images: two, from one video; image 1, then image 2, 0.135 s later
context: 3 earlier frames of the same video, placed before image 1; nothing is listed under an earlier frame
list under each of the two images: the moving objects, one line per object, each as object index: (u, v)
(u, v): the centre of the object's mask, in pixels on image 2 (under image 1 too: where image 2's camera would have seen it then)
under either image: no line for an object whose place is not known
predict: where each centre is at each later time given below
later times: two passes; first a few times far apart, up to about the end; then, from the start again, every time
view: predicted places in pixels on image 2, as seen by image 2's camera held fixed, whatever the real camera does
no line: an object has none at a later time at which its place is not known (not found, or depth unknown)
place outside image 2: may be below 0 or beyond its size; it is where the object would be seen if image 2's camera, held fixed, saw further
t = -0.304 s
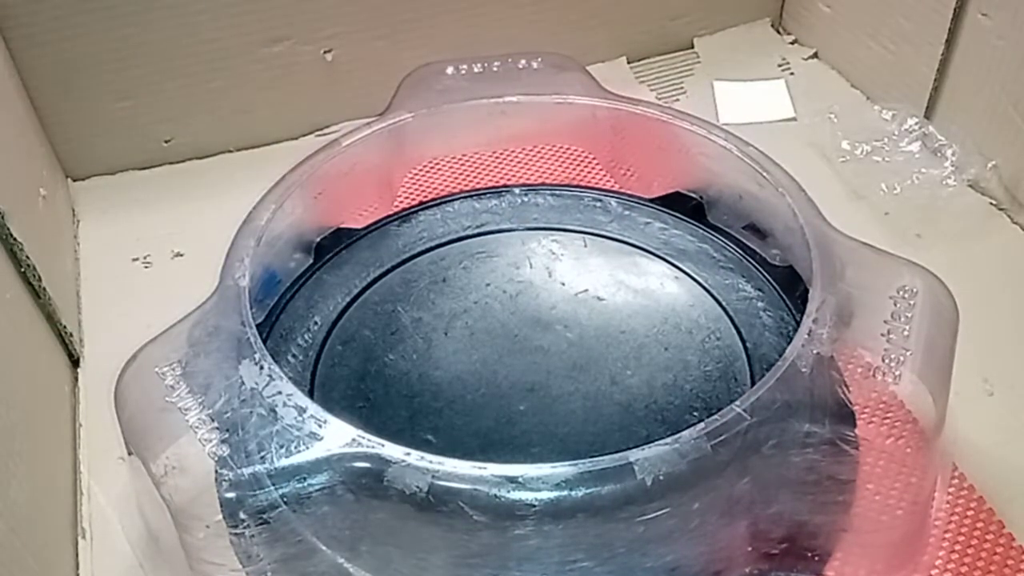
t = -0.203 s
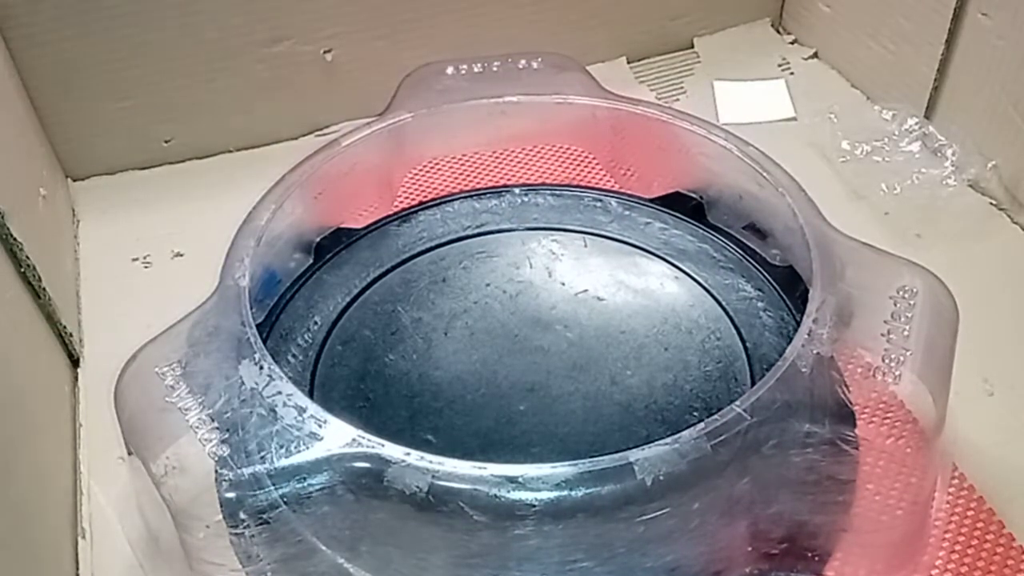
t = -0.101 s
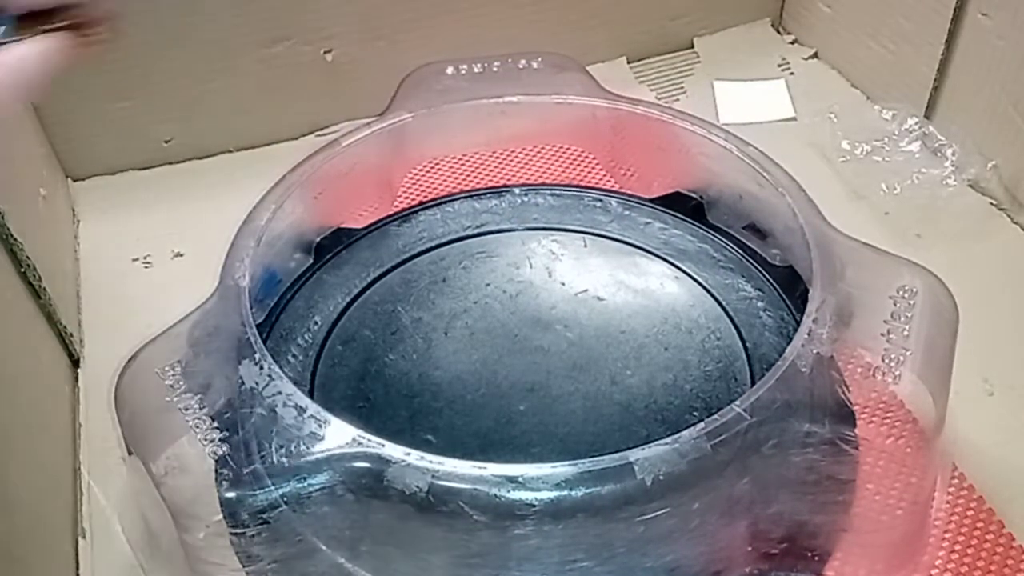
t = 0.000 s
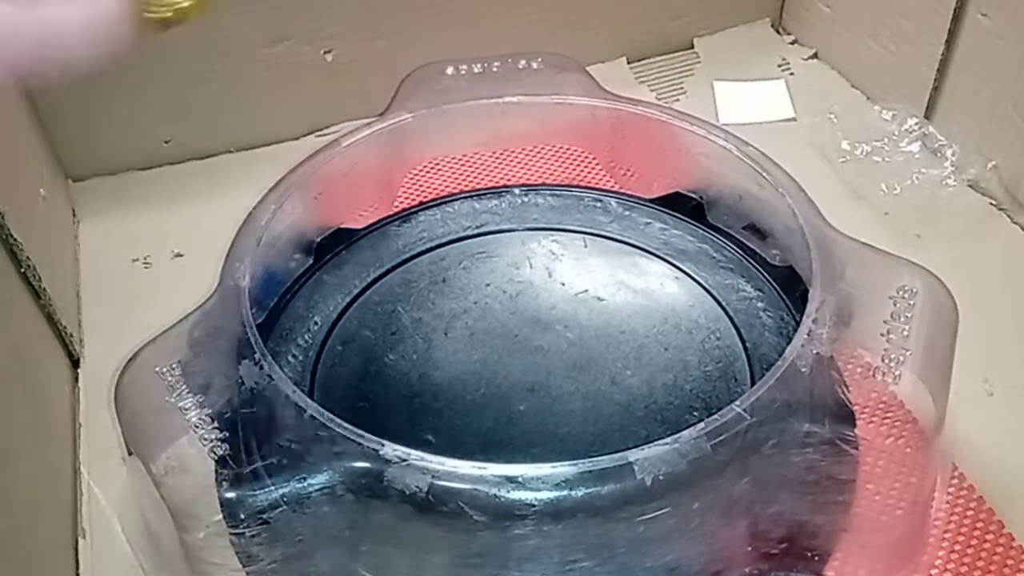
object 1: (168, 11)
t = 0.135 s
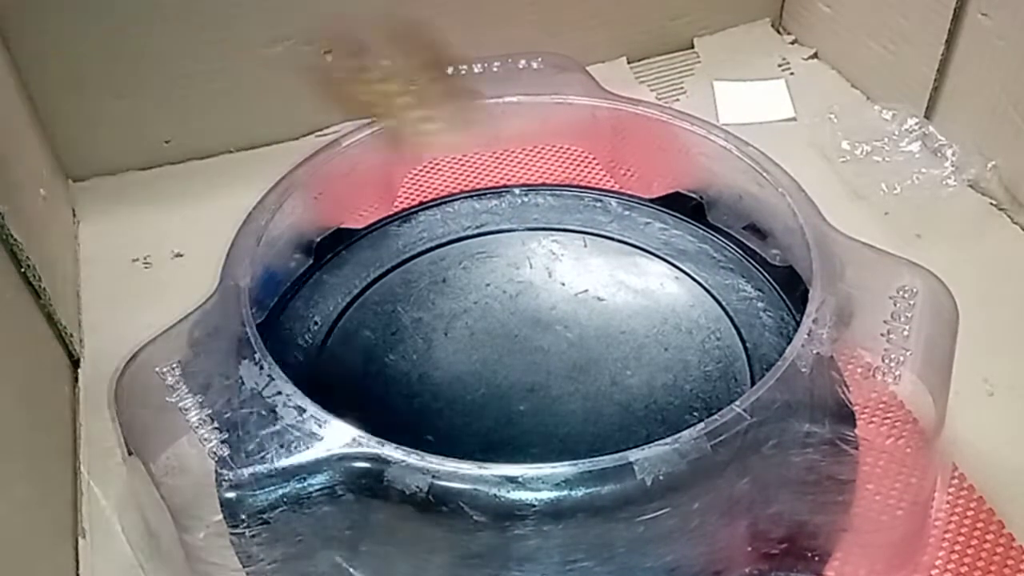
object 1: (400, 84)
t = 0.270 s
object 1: (629, 270)
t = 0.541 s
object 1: (637, 315)
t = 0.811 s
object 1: (511, 320)
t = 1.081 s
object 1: (500, 396)
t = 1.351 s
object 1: (603, 393)
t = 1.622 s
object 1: (599, 341)
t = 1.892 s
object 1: (539, 331)
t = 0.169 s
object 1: (508, 188)
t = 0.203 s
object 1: (574, 267)
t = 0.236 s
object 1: (622, 327)
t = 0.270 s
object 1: (629, 270)
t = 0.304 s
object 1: (635, 234)
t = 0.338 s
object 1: (642, 214)
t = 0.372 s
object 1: (646, 210)
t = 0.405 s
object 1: (650, 217)
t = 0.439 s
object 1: (652, 243)
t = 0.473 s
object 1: (657, 292)
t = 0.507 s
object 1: (653, 329)
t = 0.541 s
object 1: (637, 315)
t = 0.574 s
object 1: (617, 310)
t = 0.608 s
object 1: (598, 321)
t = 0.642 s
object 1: (580, 314)
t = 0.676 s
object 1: (565, 313)
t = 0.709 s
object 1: (548, 313)
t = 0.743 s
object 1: (535, 312)
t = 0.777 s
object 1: (522, 316)
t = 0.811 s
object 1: (511, 320)
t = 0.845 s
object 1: (502, 326)
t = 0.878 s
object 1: (493, 335)
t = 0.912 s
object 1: (487, 344)
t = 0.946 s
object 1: (483, 355)
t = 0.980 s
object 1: (482, 366)
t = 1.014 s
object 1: (485, 377)
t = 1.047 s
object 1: (491, 387)
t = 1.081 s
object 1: (500, 396)
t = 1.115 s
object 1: (512, 404)
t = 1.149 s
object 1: (525, 409)
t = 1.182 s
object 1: (539, 412)
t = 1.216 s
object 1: (553, 413)
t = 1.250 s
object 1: (568, 411)
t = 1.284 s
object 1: (582, 407)
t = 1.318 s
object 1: (594, 400)
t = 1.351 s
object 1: (603, 393)
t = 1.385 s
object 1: (611, 385)
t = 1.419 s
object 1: (616, 377)
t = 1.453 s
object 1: (617, 370)
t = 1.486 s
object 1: (617, 363)
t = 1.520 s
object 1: (614, 357)
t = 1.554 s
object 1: (610, 351)
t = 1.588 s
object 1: (605, 346)
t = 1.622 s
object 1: (599, 341)
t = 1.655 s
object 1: (592, 338)
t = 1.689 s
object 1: (586, 335)
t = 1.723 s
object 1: (579, 333)
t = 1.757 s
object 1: (572, 331)
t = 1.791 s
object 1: (564, 330)
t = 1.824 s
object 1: (555, 329)
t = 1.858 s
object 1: (546, 330)
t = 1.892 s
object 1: (539, 331)
